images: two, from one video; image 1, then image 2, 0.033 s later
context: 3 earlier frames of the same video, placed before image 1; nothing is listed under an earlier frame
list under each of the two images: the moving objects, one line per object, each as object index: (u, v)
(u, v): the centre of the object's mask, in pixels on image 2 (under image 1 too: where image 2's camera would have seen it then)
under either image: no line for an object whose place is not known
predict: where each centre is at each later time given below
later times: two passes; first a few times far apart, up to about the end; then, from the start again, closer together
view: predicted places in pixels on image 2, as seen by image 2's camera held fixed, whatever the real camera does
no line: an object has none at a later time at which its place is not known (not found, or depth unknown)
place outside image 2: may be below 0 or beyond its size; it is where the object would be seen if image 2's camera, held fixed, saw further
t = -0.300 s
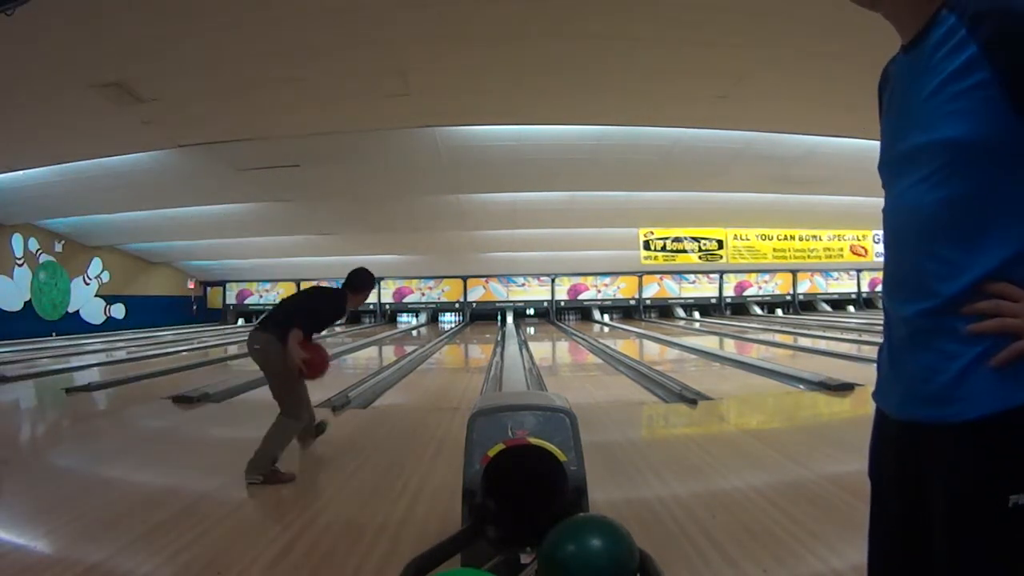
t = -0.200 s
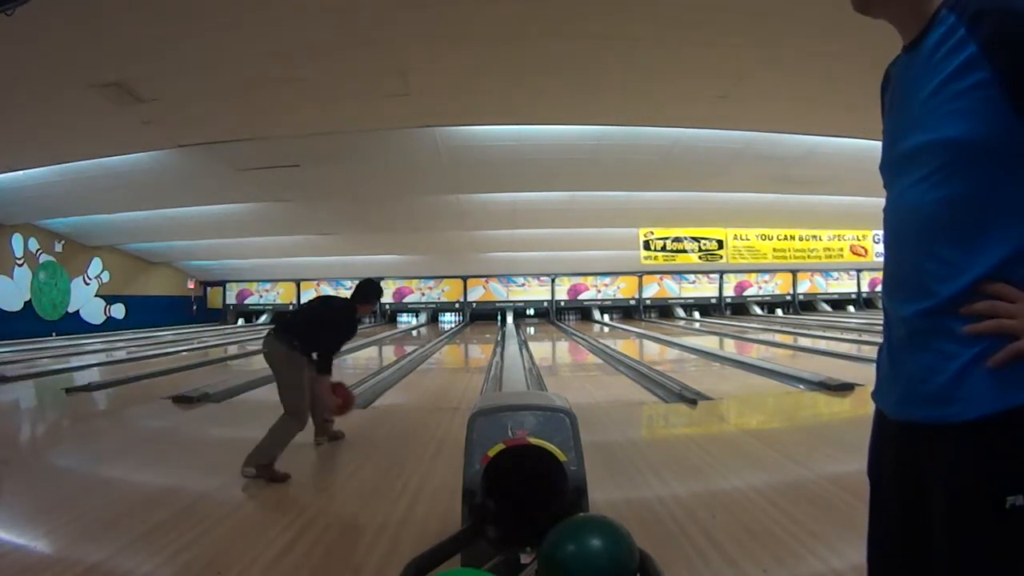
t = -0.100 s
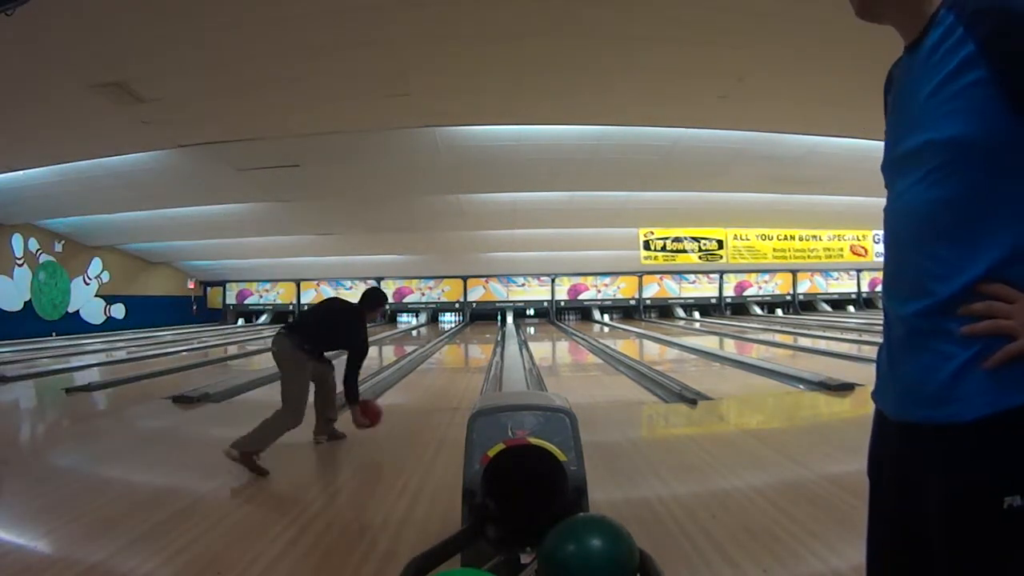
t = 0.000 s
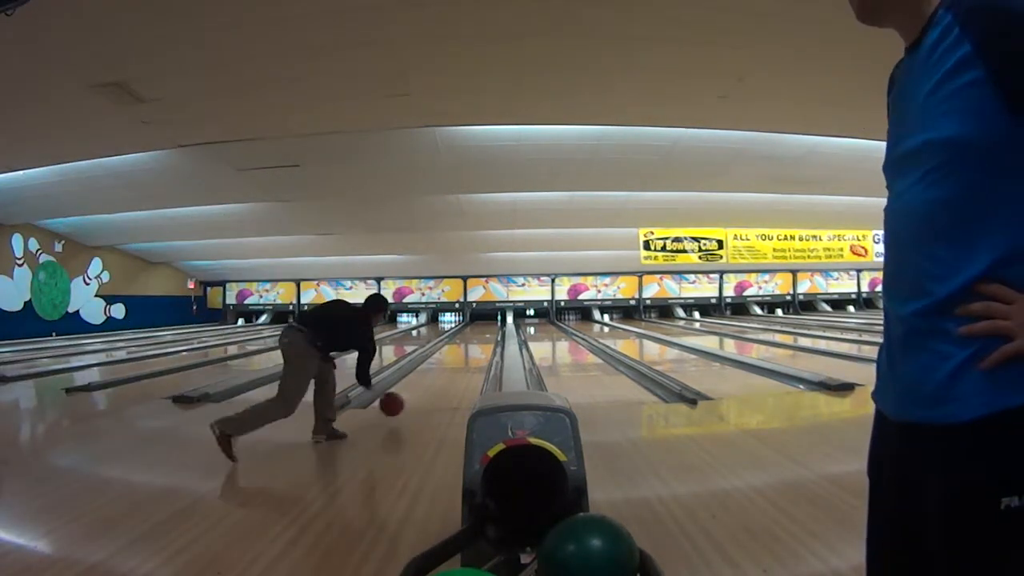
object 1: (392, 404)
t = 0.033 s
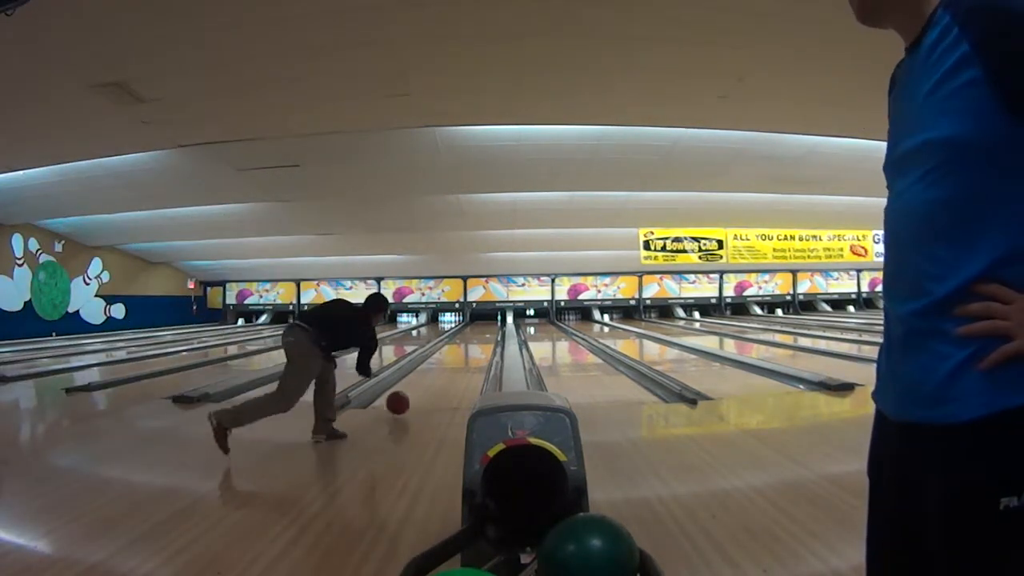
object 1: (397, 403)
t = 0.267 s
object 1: (430, 378)
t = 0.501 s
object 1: (450, 362)
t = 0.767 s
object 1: (465, 350)
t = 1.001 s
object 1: (474, 343)
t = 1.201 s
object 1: (481, 338)
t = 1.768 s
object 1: (495, 328)
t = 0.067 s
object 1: (403, 399)
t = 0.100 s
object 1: (409, 395)
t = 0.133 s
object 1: (414, 391)
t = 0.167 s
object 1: (418, 388)
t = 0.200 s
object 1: (422, 384)
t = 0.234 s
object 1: (426, 381)
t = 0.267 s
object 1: (430, 378)
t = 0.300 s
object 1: (433, 375)
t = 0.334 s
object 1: (436, 373)
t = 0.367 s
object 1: (439, 370)
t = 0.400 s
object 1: (442, 368)
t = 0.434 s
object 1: (445, 366)
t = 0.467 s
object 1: (447, 364)
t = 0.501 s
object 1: (450, 362)
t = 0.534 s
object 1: (452, 360)
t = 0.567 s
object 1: (454, 358)
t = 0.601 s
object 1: (456, 357)
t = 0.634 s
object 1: (458, 355)
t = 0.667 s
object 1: (460, 354)
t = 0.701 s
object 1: (461, 352)
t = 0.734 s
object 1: (463, 351)
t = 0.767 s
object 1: (465, 350)
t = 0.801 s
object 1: (466, 348)
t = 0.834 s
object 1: (468, 347)
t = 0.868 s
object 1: (469, 347)
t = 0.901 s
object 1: (470, 346)
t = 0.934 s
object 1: (471, 345)
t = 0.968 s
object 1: (473, 344)
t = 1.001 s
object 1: (474, 343)
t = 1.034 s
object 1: (475, 342)
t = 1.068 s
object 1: (477, 341)
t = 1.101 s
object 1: (477, 340)
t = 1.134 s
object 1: (479, 340)
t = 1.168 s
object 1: (480, 339)
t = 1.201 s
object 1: (481, 338)
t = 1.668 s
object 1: (492, 329)
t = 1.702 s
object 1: (493, 329)
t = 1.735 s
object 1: (494, 328)
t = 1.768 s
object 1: (495, 328)
